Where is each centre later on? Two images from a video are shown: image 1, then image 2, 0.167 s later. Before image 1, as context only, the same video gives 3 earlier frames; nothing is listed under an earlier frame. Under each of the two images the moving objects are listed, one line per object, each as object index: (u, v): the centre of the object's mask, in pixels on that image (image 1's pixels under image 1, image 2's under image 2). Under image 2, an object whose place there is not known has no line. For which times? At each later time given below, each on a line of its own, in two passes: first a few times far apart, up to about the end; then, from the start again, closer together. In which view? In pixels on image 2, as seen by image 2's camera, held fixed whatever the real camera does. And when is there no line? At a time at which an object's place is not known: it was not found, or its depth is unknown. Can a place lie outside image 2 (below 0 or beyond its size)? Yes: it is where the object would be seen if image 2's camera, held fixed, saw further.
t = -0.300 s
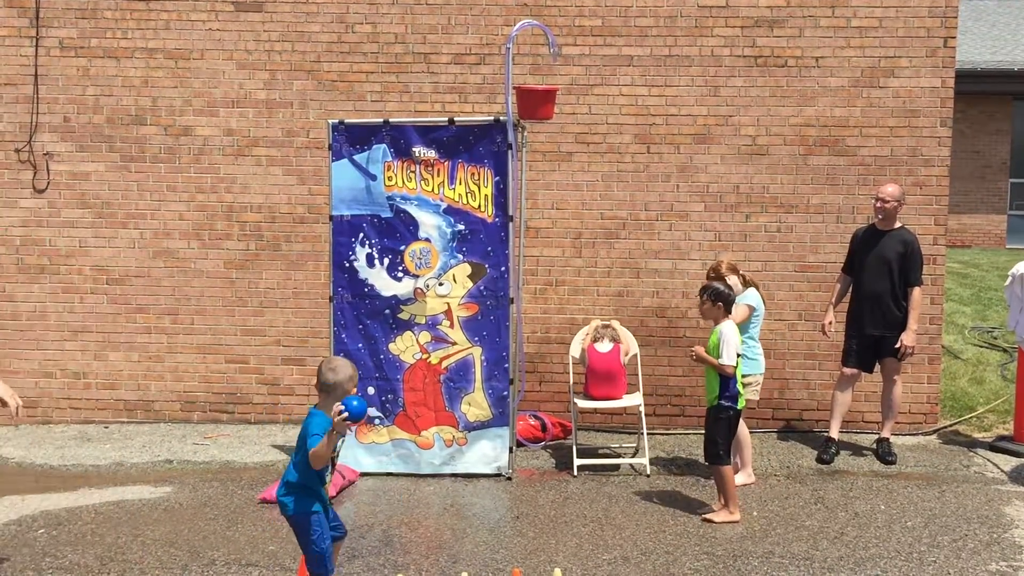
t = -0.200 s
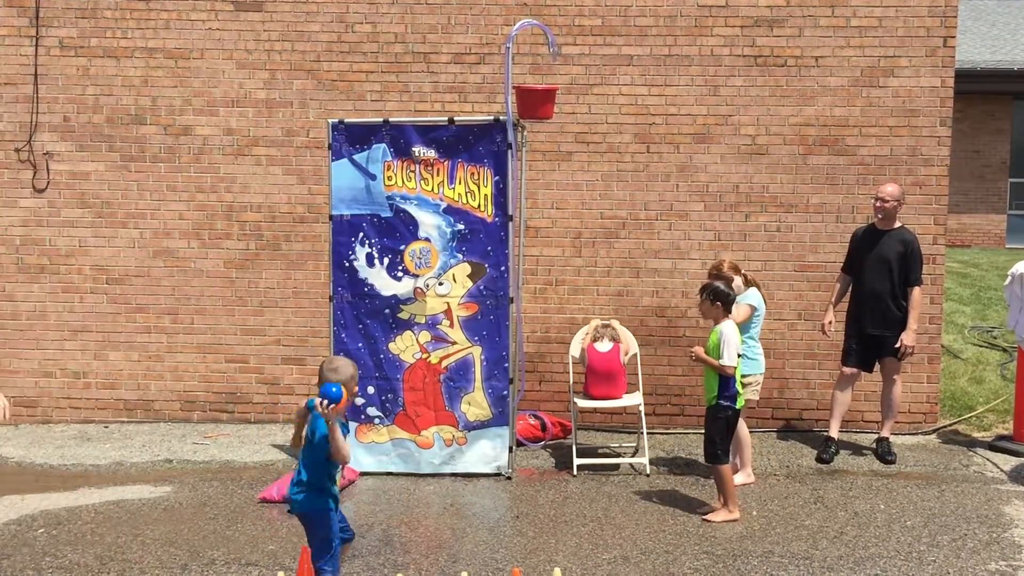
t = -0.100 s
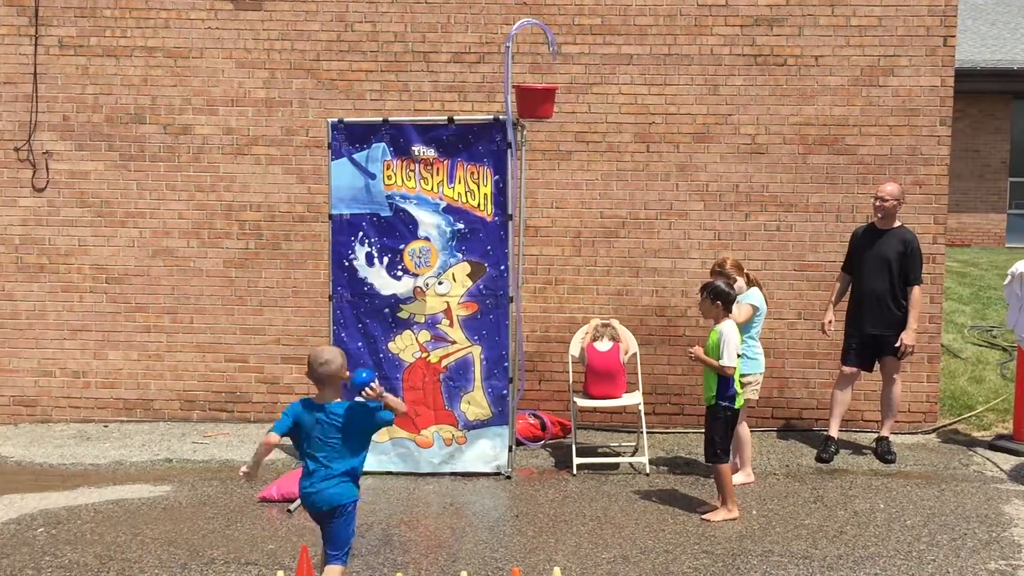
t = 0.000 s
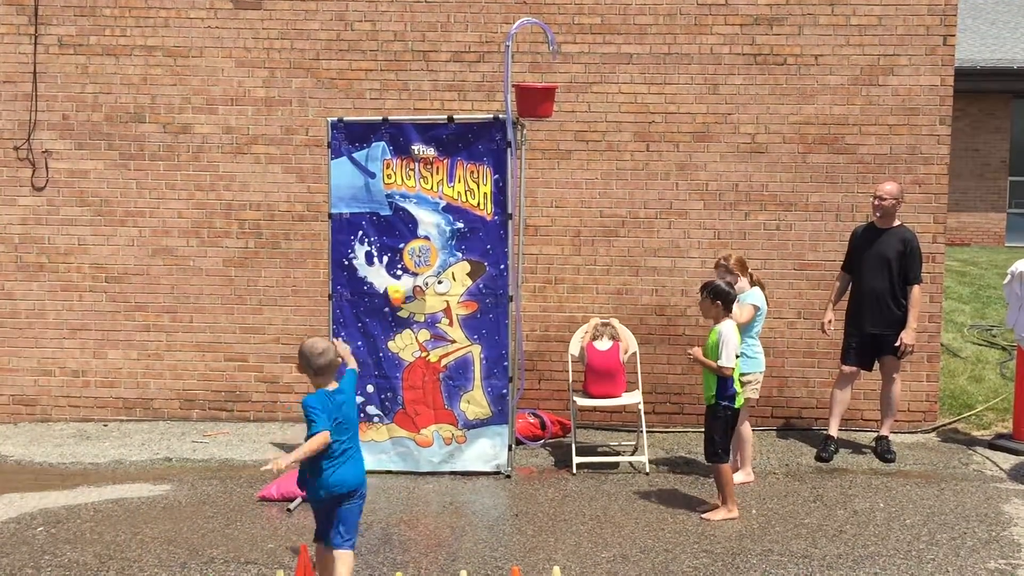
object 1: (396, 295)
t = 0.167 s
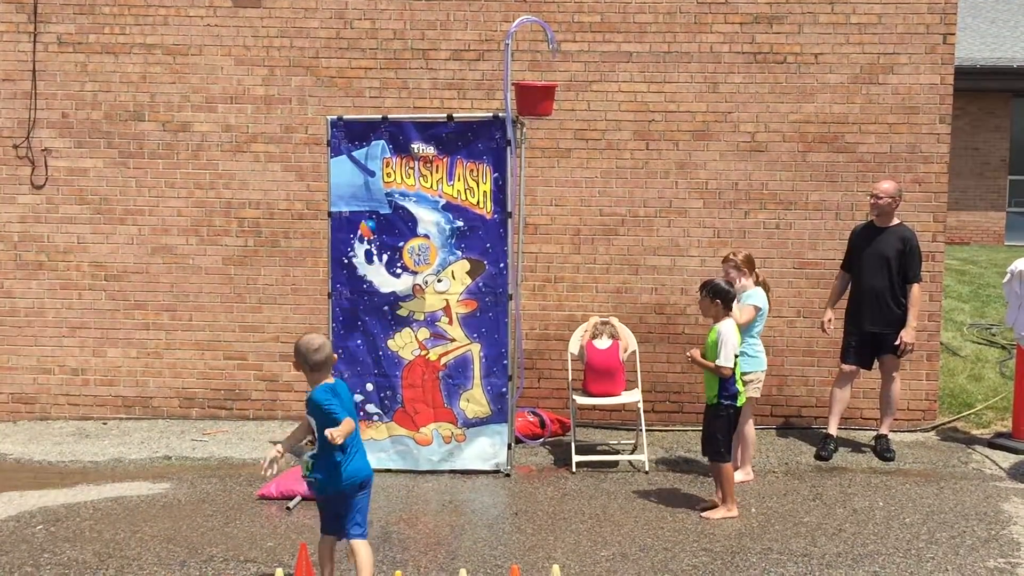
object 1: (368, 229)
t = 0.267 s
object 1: (350, 225)
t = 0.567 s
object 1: (265, 337)
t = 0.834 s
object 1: (182, 493)
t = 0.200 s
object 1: (364, 224)
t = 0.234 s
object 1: (358, 225)
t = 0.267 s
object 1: (350, 225)
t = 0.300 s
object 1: (341, 230)
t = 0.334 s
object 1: (332, 236)
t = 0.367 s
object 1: (323, 244)
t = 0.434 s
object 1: (304, 266)
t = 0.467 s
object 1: (296, 280)
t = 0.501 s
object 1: (287, 297)
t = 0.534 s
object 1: (276, 316)
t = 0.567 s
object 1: (265, 337)
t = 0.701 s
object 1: (220, 448)
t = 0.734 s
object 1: (208, 483)
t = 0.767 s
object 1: (197, 517)
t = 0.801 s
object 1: (190, 505)
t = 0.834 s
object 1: (182, 493)
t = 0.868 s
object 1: (175, 485)
